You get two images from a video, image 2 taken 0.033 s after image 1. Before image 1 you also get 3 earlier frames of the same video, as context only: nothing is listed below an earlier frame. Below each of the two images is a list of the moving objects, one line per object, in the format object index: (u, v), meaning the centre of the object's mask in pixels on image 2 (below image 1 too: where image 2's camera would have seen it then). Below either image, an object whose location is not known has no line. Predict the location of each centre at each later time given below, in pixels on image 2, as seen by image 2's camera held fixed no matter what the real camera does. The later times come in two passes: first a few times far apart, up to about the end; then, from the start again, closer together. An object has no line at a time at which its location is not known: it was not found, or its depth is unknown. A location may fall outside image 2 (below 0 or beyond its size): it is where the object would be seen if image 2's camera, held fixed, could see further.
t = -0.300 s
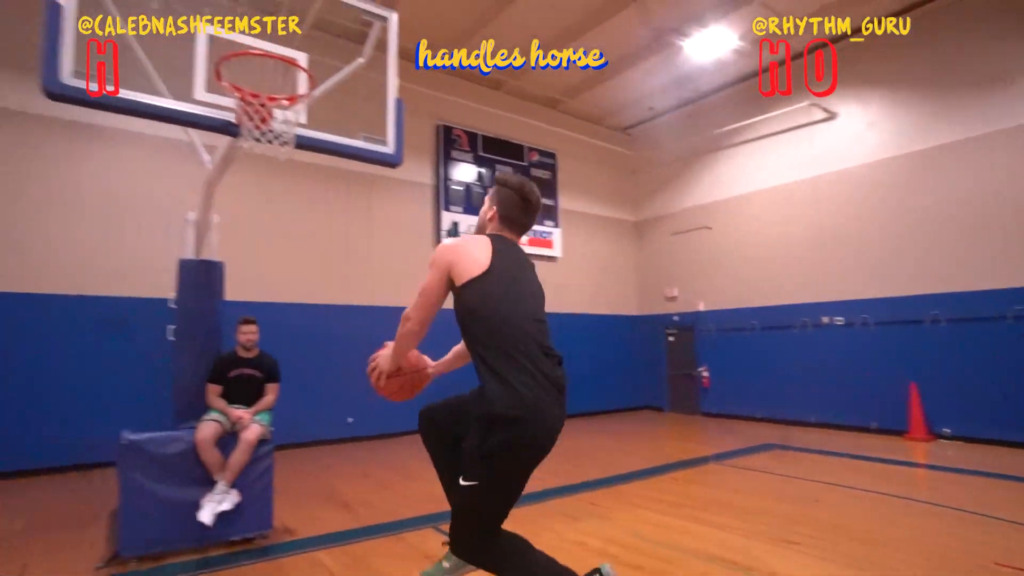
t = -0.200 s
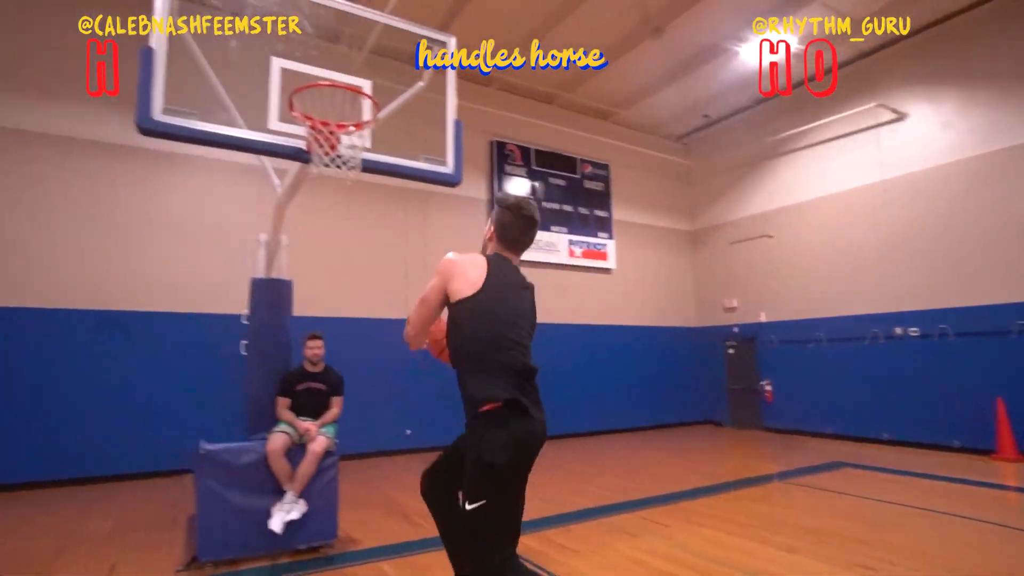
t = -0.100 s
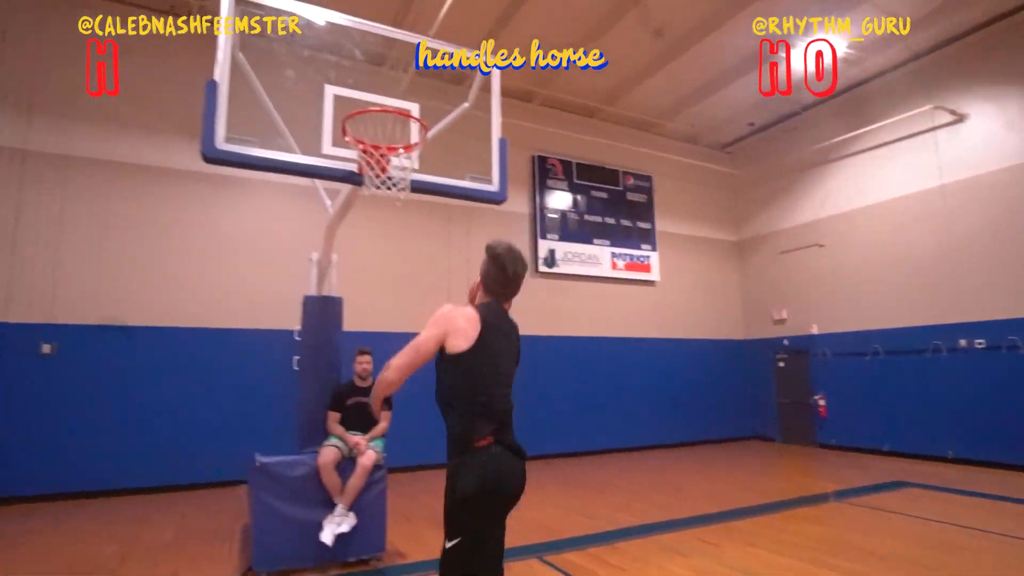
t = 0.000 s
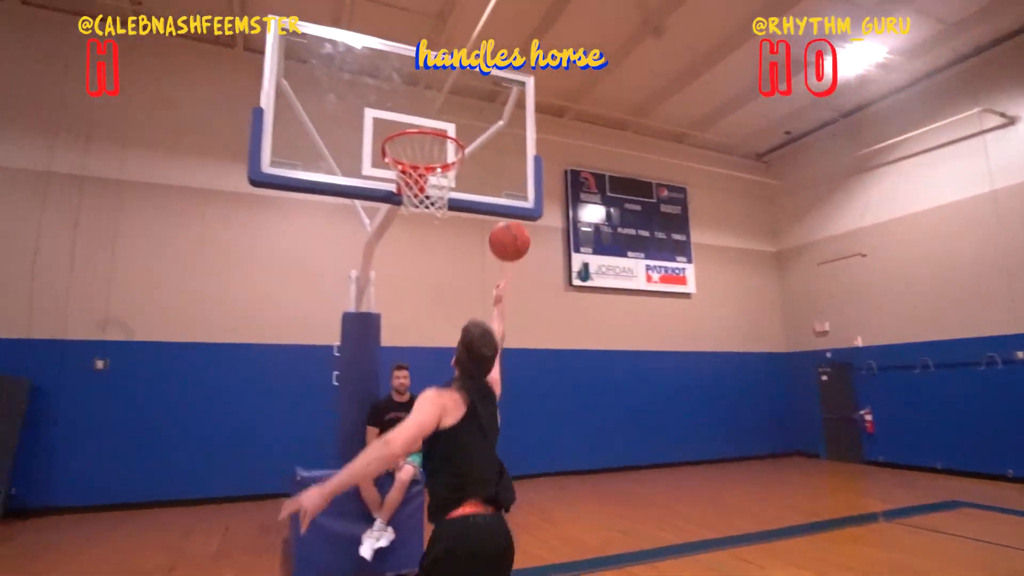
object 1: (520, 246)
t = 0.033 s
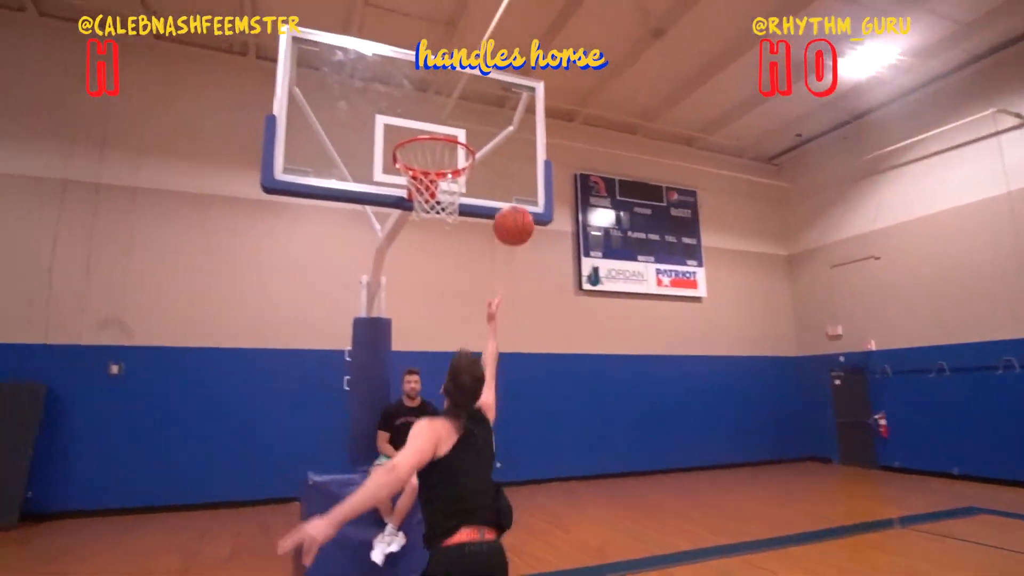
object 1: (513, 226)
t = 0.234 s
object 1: (502, 167)
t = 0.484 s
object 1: (533, 219)
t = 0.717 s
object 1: (567, 350)
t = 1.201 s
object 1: (592, 483)
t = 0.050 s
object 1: (511, 217)
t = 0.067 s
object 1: (507, 208)
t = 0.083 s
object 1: (505, 200)
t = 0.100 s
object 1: (502, 192)
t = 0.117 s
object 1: (499, 185)
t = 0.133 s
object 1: (496, 178)
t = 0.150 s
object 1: (493, 172)
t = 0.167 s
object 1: (493, 168)
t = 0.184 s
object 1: (495, 168)
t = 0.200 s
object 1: (498, 167)
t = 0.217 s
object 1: (500, 167)
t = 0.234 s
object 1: (502, 167)
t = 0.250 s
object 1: (504, 168)
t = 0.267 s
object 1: (506, 169)
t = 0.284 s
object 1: (508, 170)
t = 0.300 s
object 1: (510, 172)
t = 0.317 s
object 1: (512, 174)
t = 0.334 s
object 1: (514, 177)
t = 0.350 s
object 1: (517, 180)
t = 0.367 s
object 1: (519, 183)
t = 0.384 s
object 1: (521, 187)
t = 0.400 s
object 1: (523, 192)
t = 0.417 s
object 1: (525, 196)
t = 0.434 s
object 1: (527, 201)
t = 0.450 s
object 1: (529, 207)
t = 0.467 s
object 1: (531, 212)
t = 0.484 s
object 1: (533, 219)
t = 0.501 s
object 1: (535, 226)
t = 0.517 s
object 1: (537, 232)
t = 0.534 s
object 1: (540, 239)
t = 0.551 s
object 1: (543, 249)
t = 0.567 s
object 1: (546, 256)
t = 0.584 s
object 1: (548, 266)
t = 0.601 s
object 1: (551, 275)
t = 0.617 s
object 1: (553, 284)
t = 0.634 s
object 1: (555, 294)
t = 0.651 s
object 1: (558, 304)
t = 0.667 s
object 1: (560, 314)
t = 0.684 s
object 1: (562, 326)
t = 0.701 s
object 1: (565, 337)
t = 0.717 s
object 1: (567, 350)
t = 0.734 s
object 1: (569, 362)
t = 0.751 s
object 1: (572, 374)
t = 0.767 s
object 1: (575, 387)
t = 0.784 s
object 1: (577, 401)
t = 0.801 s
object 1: (579, 416)
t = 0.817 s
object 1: (581, 430)
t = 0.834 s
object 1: (583, 446)
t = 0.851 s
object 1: (586, 461)
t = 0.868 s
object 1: (588, 476)
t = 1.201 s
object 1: (592, 483)
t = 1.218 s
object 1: (593, 471)
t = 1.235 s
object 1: (591, 461)
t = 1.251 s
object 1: (589, 452)
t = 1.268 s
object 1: (588, 441)
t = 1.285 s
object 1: (587, 433)
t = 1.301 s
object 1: (586, 424)
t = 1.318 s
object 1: (585, 416)
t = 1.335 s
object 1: (584, 408)
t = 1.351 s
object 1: (583, 400)
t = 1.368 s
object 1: (582, 393)
